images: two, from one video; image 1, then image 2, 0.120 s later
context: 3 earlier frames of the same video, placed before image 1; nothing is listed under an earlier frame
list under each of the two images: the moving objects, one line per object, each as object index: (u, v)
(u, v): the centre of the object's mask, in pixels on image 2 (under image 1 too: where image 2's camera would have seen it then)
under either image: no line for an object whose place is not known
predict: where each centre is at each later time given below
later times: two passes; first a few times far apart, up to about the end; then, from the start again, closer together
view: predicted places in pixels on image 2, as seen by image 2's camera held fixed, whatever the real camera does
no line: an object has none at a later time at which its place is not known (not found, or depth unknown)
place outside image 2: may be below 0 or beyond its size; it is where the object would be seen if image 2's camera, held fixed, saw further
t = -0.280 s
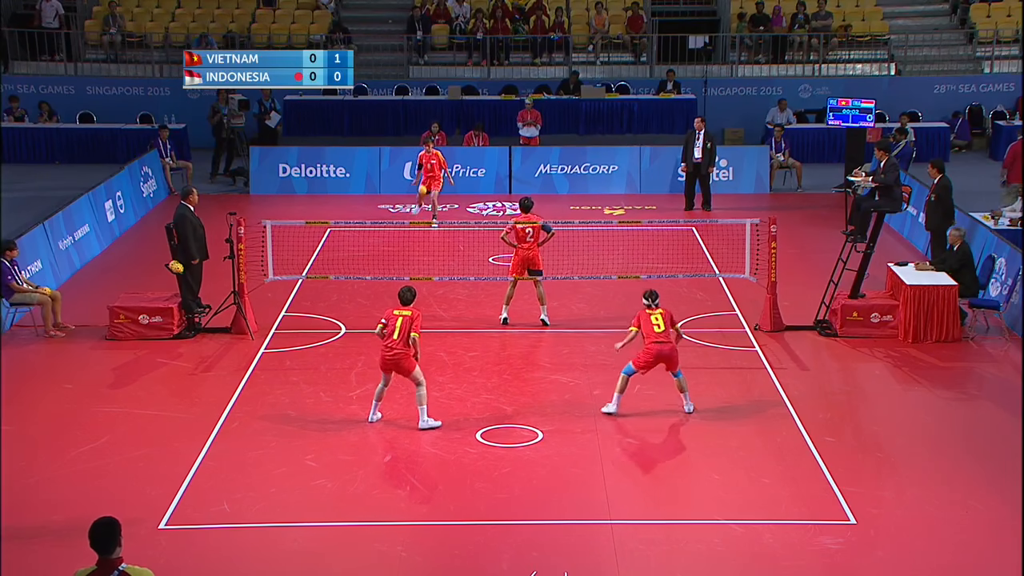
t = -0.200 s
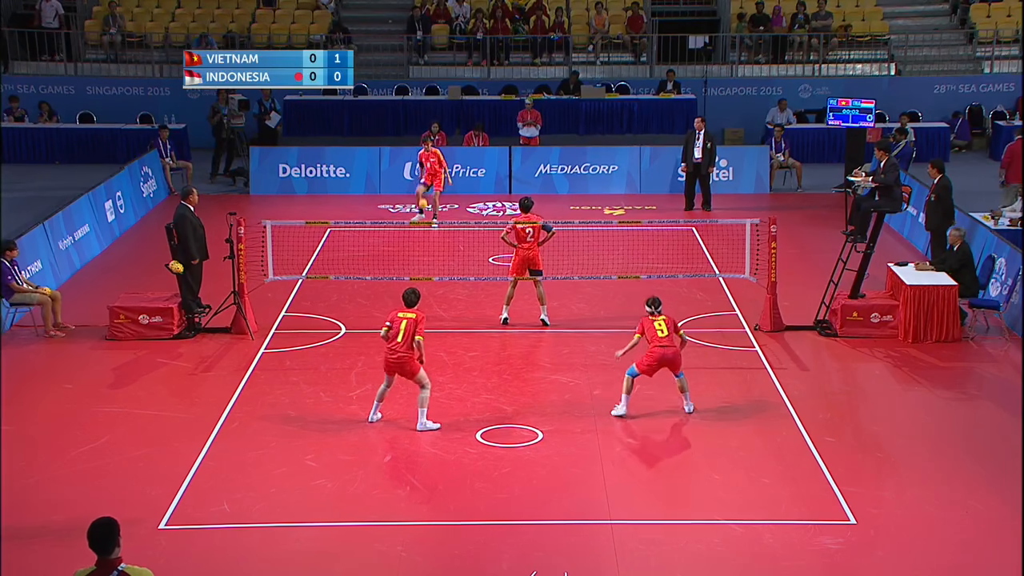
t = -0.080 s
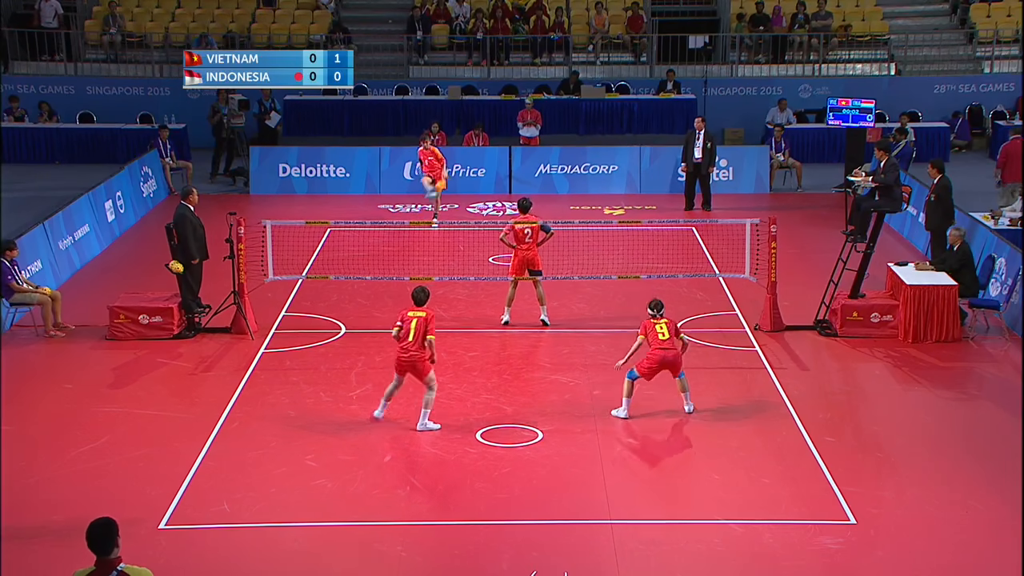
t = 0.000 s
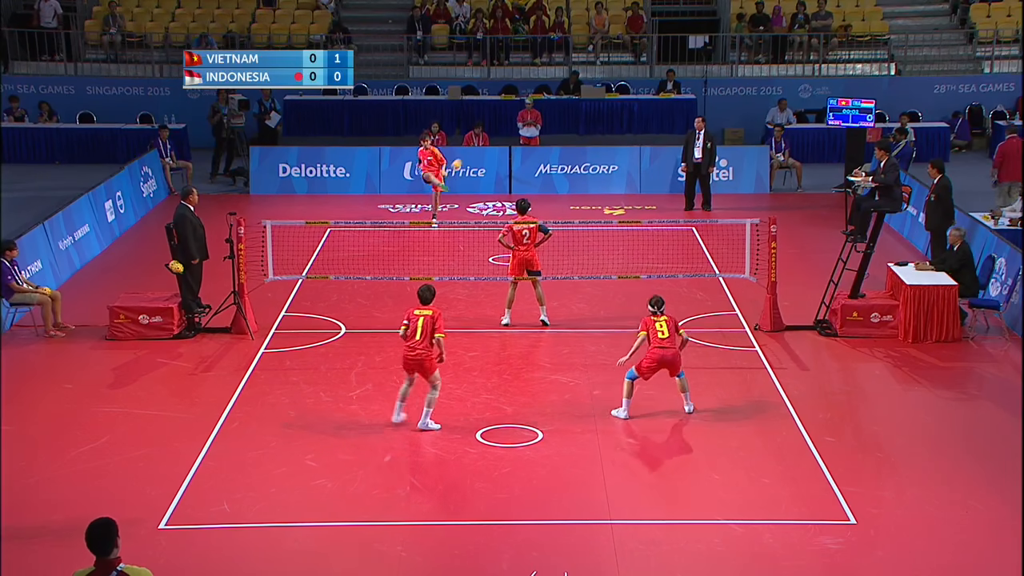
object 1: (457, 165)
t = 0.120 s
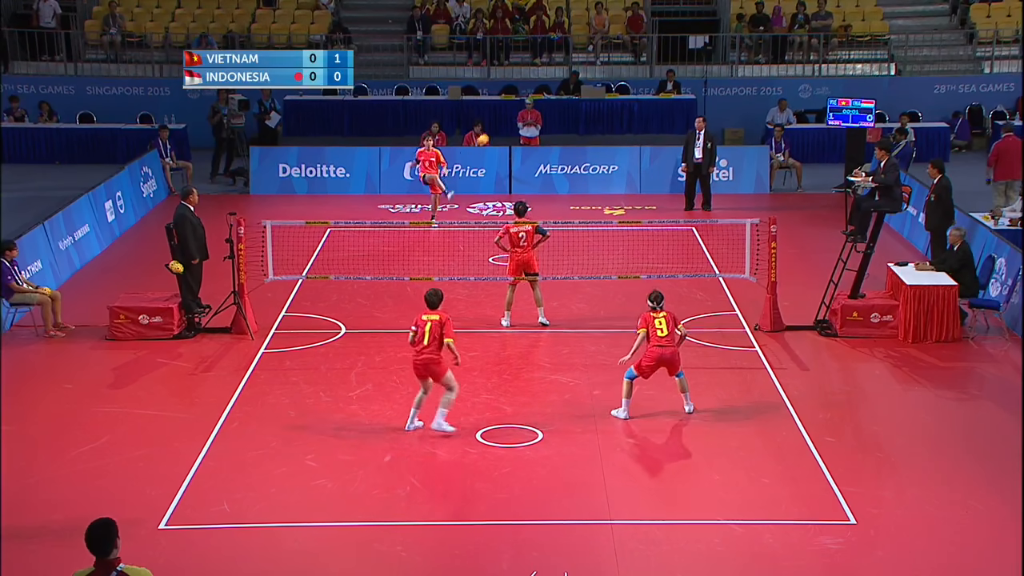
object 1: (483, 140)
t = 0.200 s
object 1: (501, 128)
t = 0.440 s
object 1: (562, 119)
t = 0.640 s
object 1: (620, 146)
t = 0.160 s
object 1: (492, 133)
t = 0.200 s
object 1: (501, 128)
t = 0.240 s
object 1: (511, 123)
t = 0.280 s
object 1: (521, 120)
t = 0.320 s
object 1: (531, 119)
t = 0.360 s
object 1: (541, 117)
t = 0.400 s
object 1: (552, 118)
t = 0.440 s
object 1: (562, 119)
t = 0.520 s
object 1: (585, 126)
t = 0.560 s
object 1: (596, 131)
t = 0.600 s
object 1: (608, 138)
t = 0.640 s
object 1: (620, 146)
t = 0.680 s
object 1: (632, 156)
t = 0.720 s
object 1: (645, 167)
